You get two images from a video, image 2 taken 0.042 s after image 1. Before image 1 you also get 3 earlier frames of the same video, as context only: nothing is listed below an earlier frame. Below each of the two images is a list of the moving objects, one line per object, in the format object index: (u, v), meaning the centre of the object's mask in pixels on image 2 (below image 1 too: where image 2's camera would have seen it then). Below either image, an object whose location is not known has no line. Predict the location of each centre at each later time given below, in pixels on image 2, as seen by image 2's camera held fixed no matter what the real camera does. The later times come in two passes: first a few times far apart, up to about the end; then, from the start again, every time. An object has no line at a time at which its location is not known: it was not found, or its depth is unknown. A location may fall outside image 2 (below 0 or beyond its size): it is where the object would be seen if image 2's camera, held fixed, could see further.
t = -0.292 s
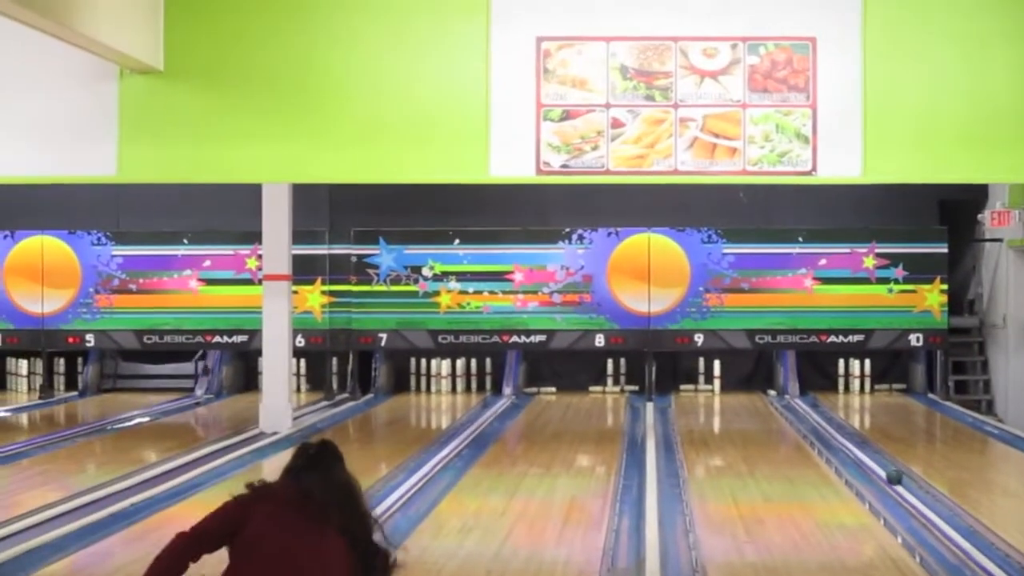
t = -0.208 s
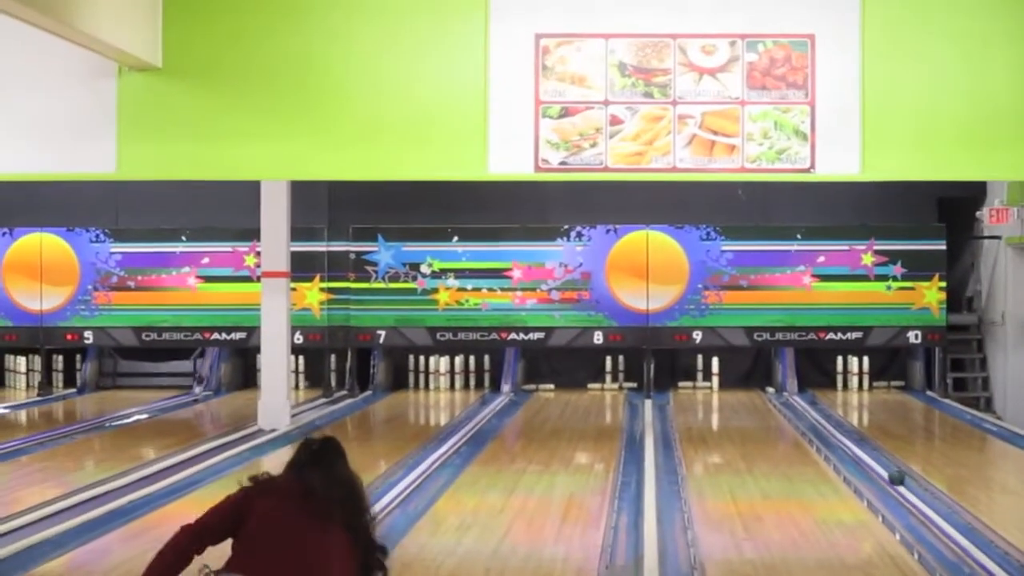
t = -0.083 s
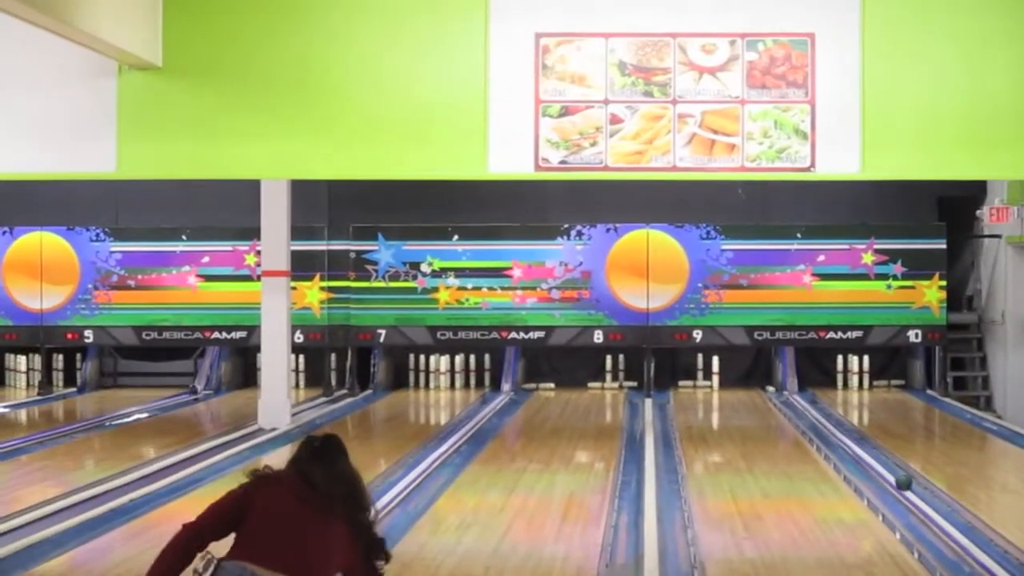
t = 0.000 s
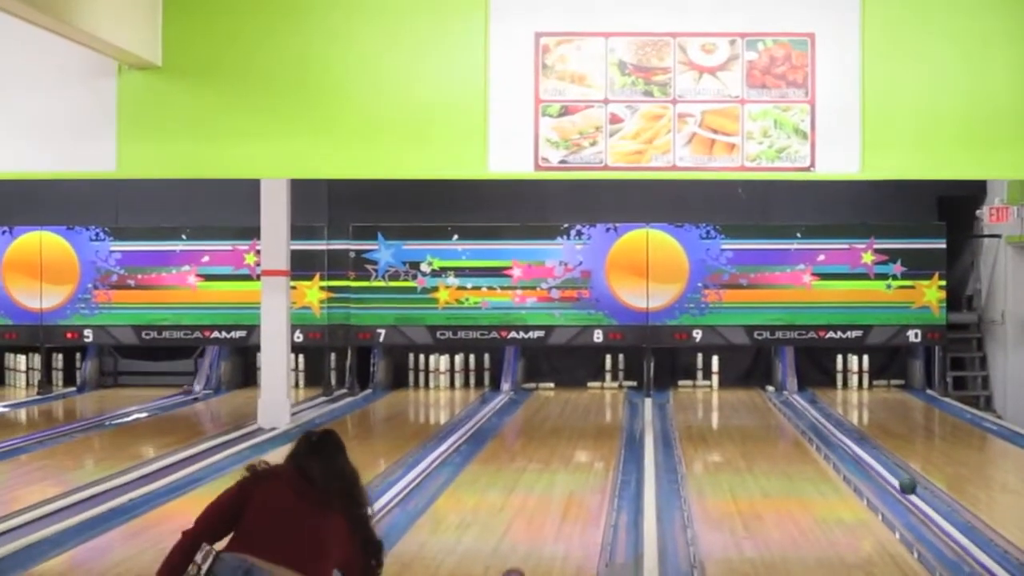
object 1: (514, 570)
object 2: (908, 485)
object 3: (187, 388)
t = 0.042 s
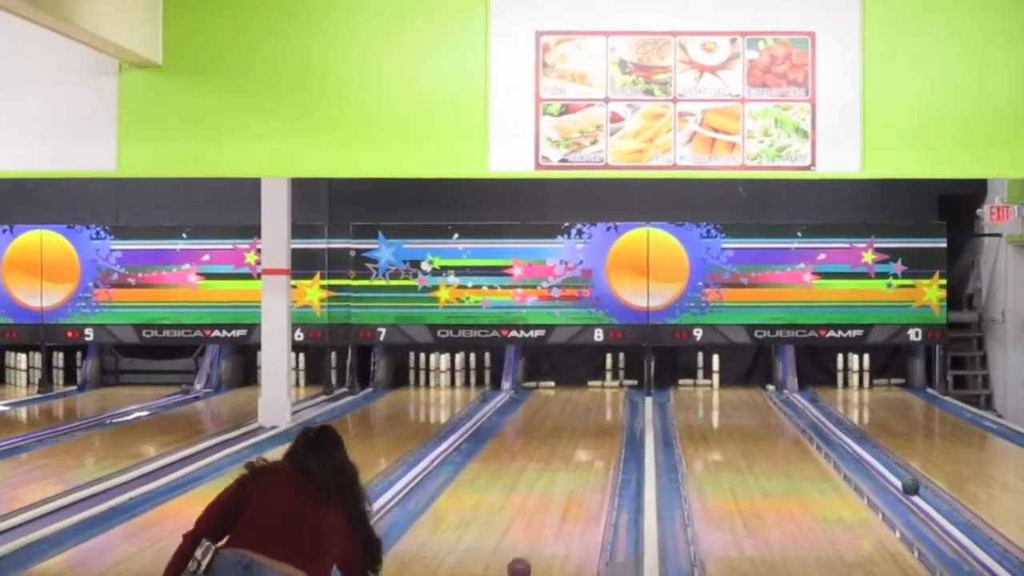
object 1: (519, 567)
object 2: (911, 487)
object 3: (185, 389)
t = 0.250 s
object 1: (539, 529)
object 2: (924, 497)
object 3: (173, 392)
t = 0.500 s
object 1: (556, 495)
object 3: (151, 395)
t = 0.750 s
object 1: (570, 466)
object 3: (132, 404)
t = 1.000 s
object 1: (580, 447)
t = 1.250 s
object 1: (588, 433)
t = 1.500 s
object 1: (591, 423)
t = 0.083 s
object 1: (523, 560)
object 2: (913, 489)
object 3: (183, 389)
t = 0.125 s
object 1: (527, 552)
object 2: (916, 491)
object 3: (180, 390)
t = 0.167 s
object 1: (532, 544)
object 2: (919, 493)
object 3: (178, 390)
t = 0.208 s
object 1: (535, 536)
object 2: (922, 495)
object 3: (175, 392)
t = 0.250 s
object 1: (539, 529)
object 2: (924, 497)
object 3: (173, 392)
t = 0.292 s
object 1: (542, 523)
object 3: (168, 394)
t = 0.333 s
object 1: (545, 517)
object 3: (164, 394)
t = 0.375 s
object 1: (548, 510)
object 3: (162, 394)
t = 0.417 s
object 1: (551, 505)
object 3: (158, 394)
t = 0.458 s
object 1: (554, 499)
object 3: (155, 395)
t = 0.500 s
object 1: (556, 495)
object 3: (151, 395)
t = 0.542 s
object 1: (559, 490)
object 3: (148, 397)
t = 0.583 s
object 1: (561, 485)
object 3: (146, 398)
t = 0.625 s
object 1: (563, 481)
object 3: (143, 399)
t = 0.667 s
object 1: (567, 473)
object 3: (138, 403)
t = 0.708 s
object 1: (568, 470)
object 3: (133, 401)
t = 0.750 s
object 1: (570, 466)
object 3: (132, 404)
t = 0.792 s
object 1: (572, 462)
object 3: (130, 406)
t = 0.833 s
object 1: (574, 460)
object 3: (125, 405)
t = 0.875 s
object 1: (575, 456)
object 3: (123, 406)
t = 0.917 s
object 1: (577, 454)
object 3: (120, 407)
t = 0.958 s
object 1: (579, 450)
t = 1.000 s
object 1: (580, 447)
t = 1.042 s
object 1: (581, 445)
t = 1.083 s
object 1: (582, 443)
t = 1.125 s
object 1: (583, 440)
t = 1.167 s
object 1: (583, 438)
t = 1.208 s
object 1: (586, 436)
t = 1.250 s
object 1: (588, 433)
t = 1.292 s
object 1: (587, 432)
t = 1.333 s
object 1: (588, 430)
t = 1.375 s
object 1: (588, 429)
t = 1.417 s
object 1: (589, 427)
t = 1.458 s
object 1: (591, 424)
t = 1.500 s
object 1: (591, 423)
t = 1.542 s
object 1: (592, 421)
